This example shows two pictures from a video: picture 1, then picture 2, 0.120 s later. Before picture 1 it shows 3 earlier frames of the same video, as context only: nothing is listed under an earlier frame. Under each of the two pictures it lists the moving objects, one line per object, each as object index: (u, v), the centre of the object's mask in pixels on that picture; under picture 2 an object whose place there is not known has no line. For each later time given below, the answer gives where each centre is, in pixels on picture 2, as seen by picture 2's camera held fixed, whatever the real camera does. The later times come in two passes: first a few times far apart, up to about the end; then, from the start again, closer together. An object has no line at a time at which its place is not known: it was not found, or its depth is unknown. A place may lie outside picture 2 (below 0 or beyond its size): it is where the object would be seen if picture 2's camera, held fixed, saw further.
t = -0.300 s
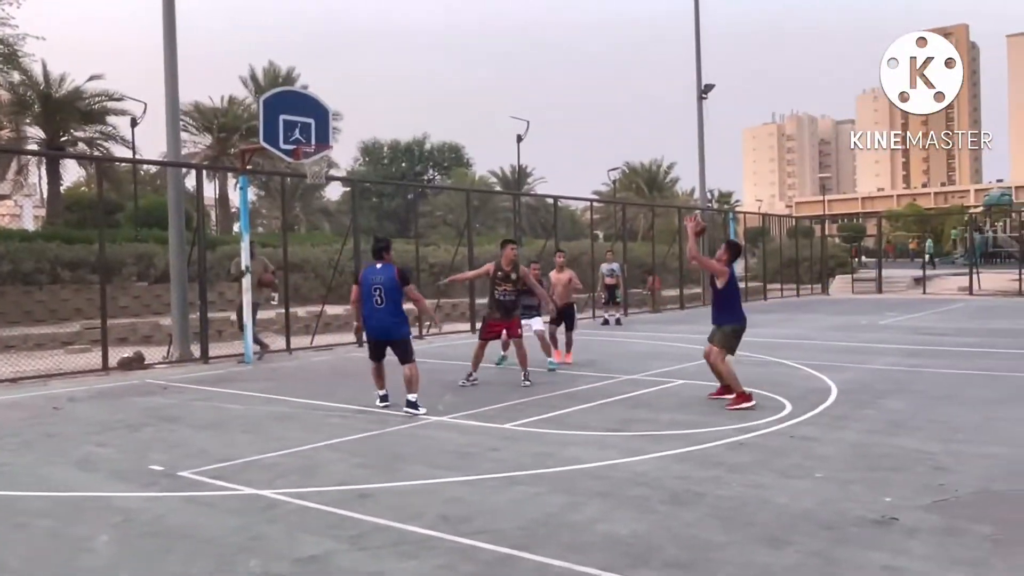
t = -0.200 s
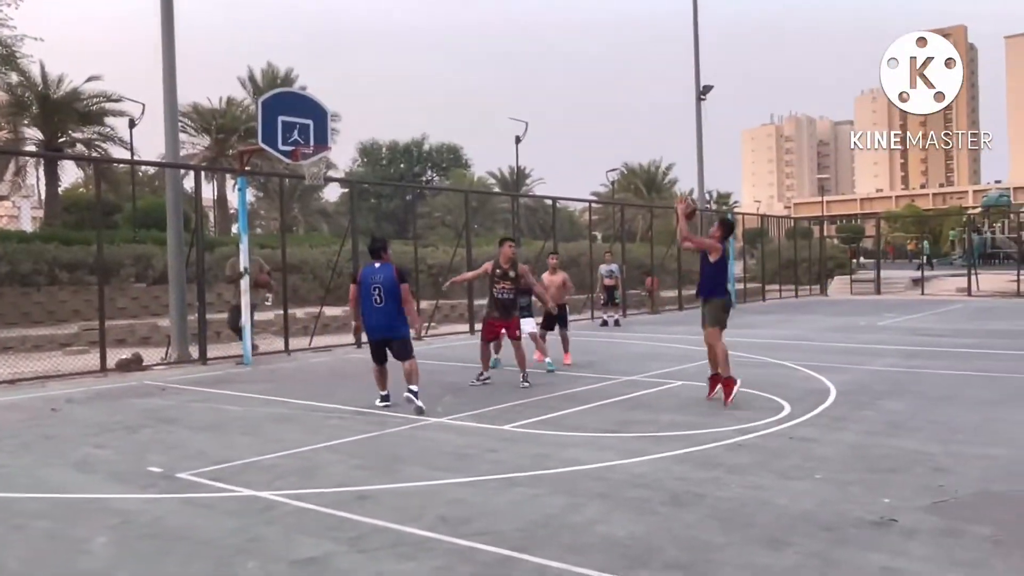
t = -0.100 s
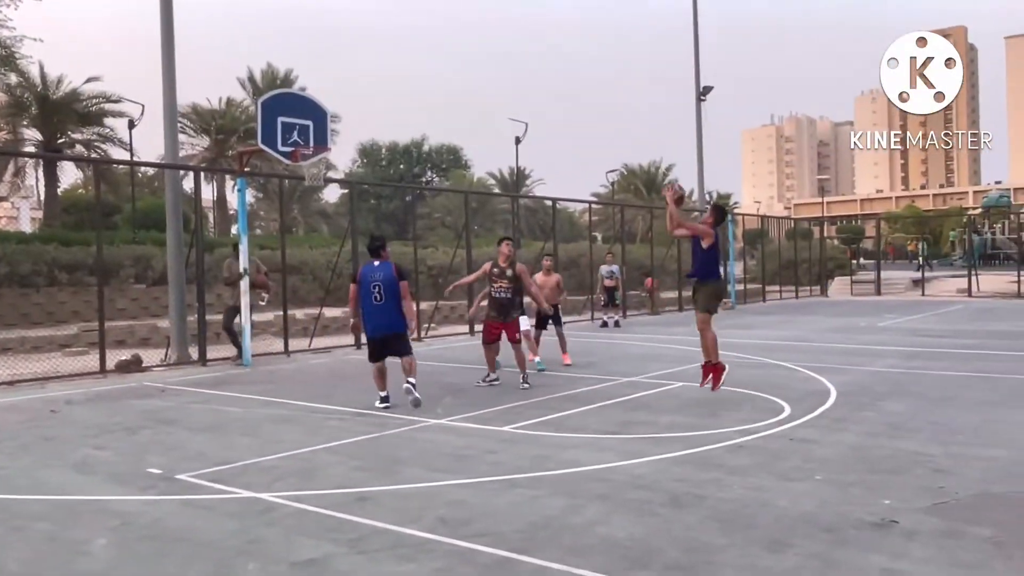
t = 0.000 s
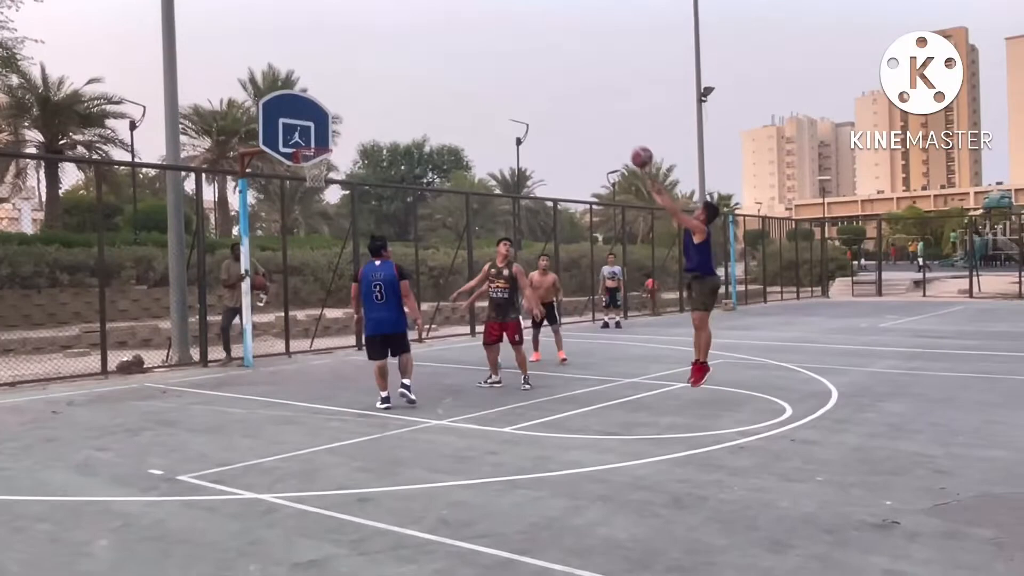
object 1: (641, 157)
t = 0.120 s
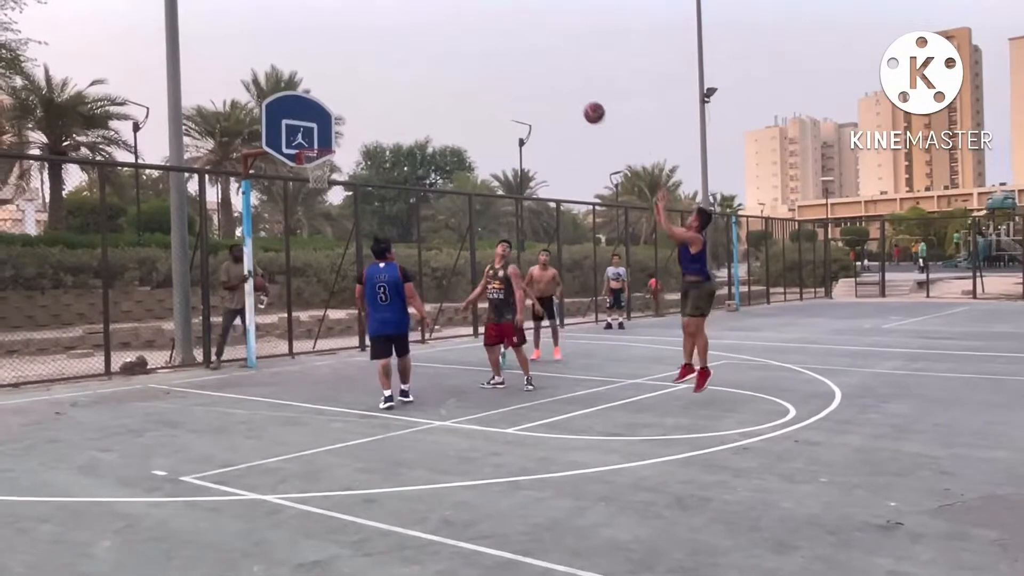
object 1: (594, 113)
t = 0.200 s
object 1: (560, 89)
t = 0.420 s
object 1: (480, 59)
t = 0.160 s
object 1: (573, 98)
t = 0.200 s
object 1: (560, 89)
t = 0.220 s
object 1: (554, 85)
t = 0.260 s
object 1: (534, 75)
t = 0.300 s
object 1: (521, 70)
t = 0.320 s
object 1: (516, 68)
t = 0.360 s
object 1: (497, 62)
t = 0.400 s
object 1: (486, 60)
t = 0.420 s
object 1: (480, 59)
